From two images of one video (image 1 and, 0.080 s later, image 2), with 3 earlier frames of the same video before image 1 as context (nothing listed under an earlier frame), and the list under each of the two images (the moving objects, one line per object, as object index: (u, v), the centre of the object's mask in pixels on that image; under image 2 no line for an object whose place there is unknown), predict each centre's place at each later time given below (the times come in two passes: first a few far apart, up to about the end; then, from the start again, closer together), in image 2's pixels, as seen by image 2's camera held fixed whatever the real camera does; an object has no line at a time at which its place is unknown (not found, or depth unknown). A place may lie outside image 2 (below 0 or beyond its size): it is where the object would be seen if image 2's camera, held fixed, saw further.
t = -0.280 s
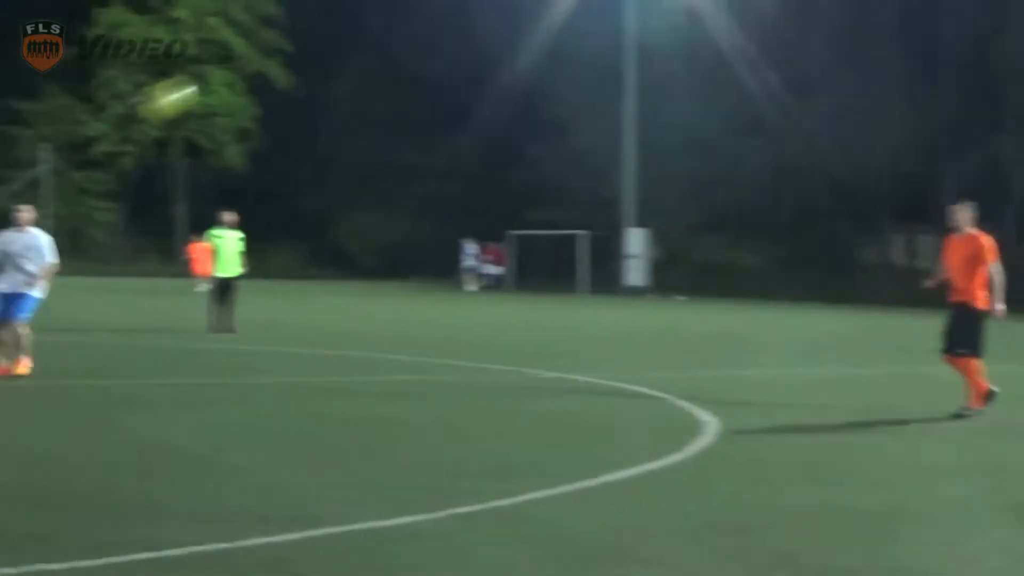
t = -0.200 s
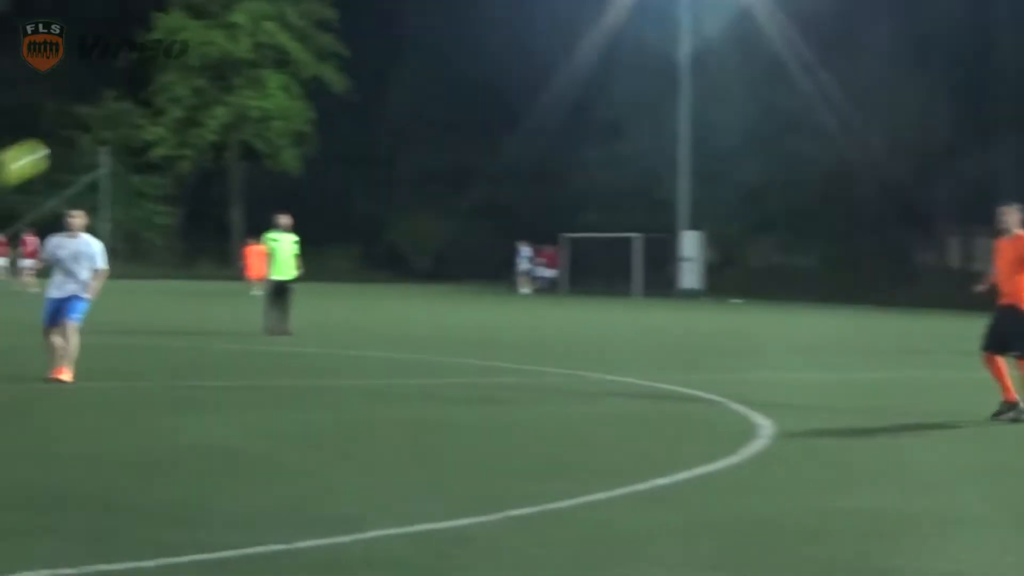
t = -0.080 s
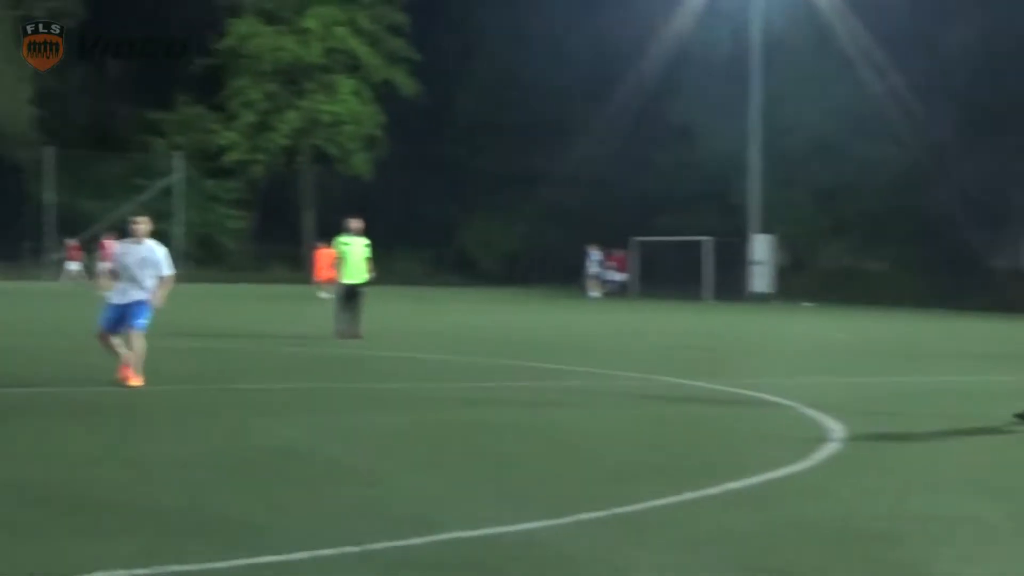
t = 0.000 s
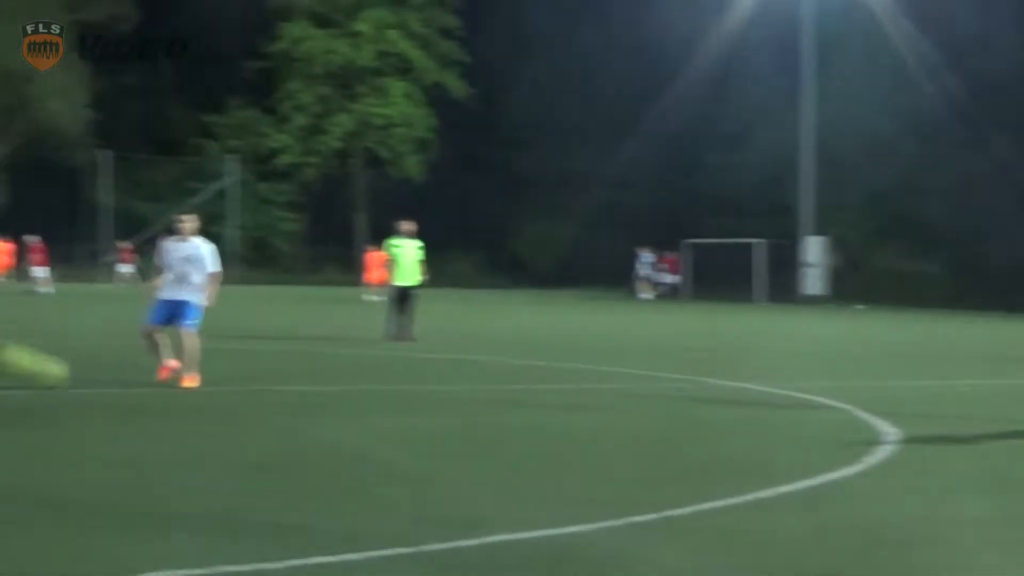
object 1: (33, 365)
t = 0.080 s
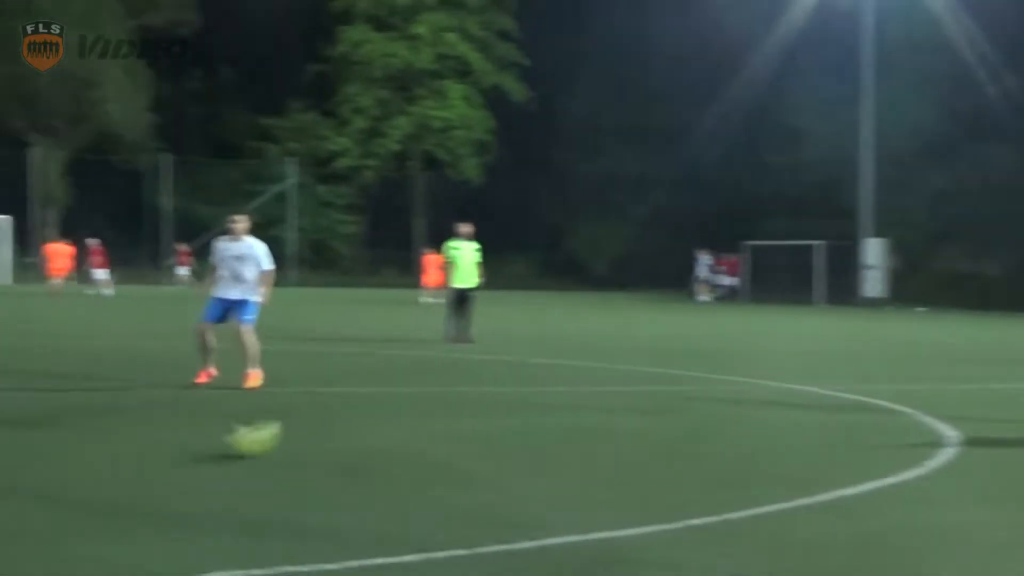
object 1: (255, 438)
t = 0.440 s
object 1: (658, 242)
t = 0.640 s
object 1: (837, 232)
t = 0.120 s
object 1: (309, 403)
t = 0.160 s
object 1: (358, 372)
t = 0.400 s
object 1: (614, 252)
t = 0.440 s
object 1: (658, 242)
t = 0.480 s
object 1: (695, 235)
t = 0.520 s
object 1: (731, 231)
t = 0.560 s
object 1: (768, 228)
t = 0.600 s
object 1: (800, 229)
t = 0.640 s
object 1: (837, 232)
